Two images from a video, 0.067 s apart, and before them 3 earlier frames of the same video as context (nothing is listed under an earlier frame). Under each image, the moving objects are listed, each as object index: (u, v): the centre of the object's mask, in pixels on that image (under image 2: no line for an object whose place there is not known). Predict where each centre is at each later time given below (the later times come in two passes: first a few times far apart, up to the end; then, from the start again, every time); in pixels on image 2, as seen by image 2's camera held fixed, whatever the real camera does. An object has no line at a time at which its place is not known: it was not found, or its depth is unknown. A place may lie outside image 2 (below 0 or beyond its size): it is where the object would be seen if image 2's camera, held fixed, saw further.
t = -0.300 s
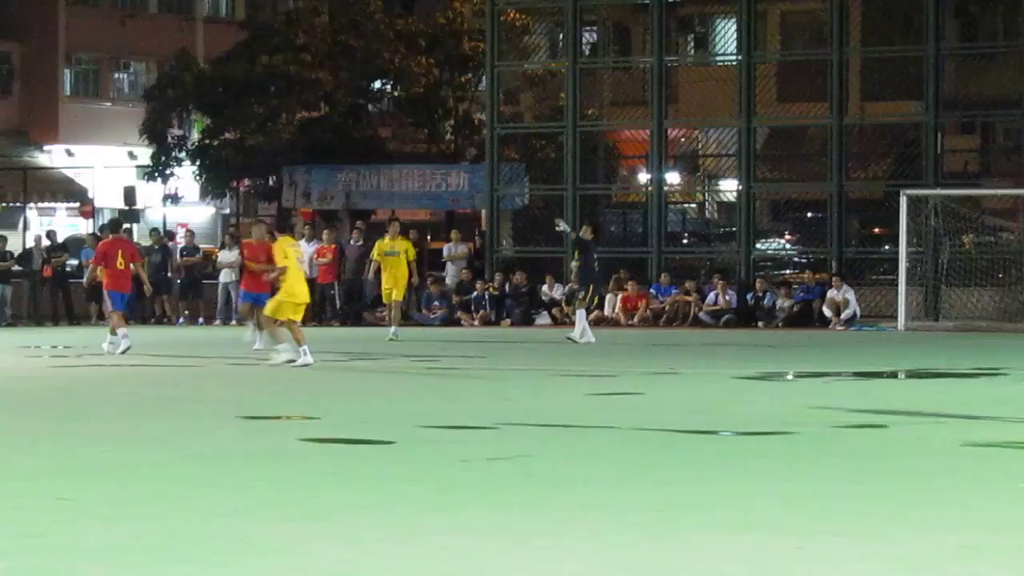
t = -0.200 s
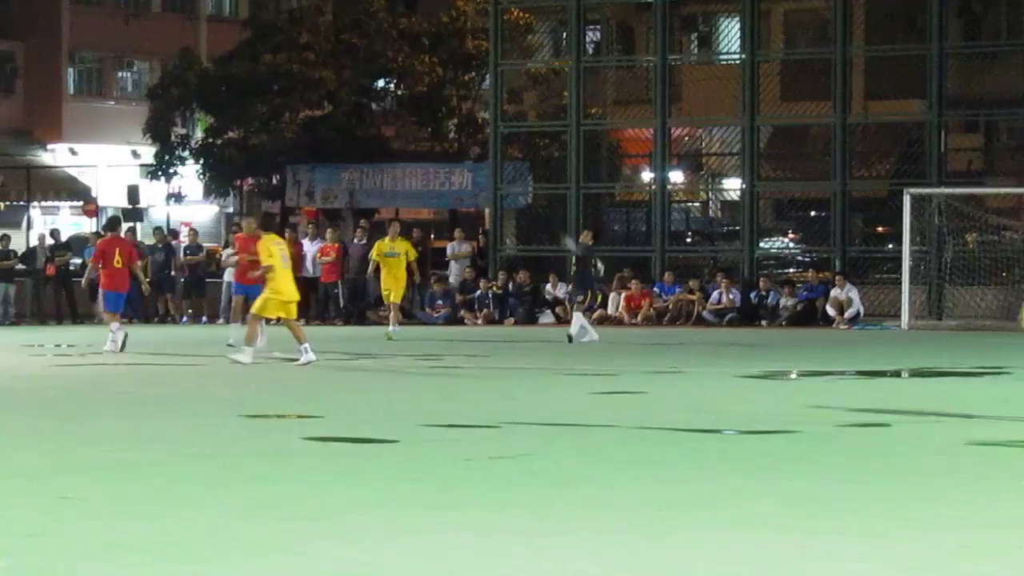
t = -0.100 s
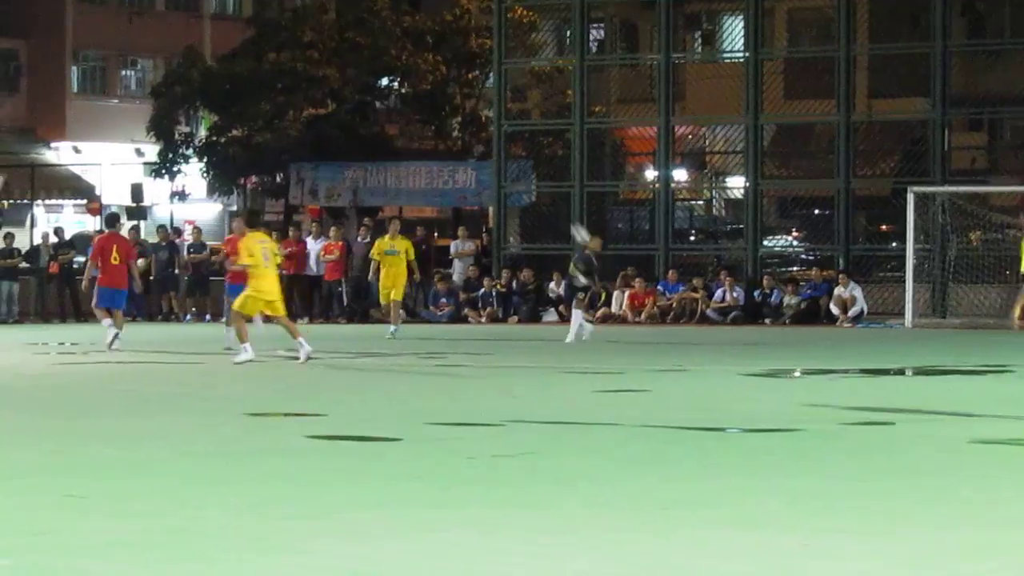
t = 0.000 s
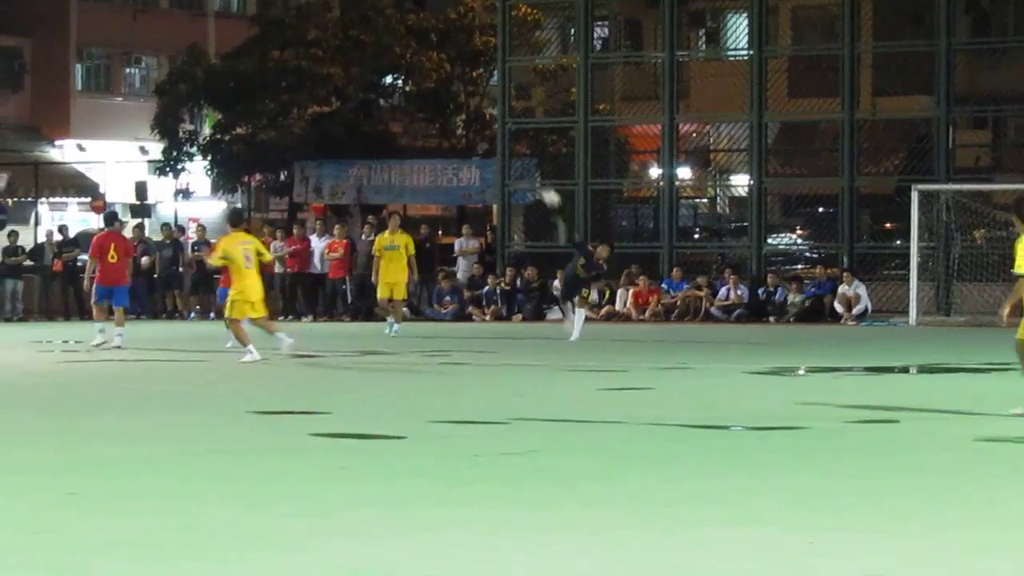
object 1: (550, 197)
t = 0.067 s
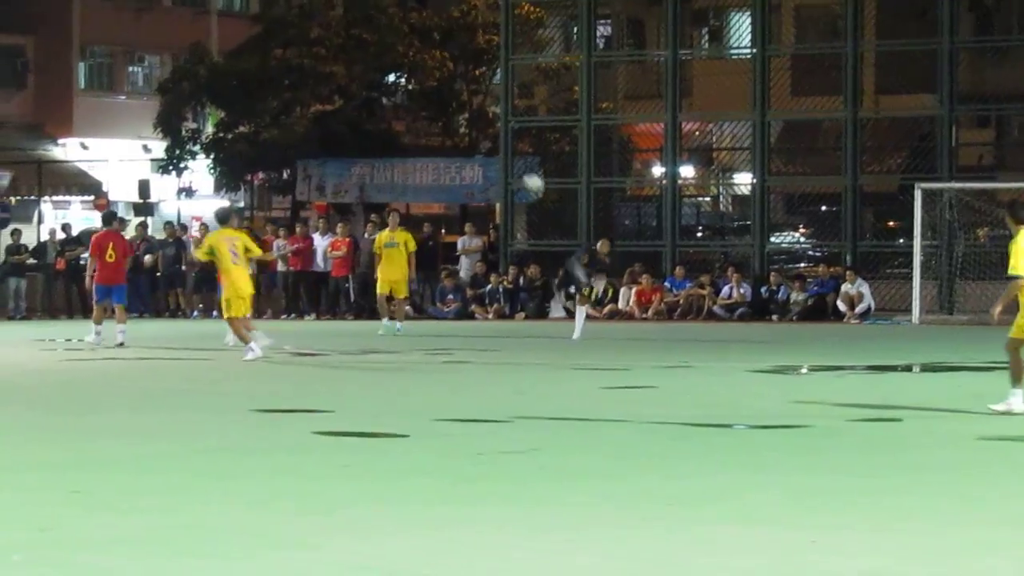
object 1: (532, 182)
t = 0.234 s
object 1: (480, 156)
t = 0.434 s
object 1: (409, 142)
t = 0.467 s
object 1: (396, 142)
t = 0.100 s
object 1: (523, 177)
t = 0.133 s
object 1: (513, 171)
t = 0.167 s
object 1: (502, 165)
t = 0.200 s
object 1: (491, 161)
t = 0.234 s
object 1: (480, 156)
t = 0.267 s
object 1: (468, 153)
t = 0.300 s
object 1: (456, 149)
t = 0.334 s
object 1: (445, 147)
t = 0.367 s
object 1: (433, 145)
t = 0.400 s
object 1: (421, 144)
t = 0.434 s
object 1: (409, 142)
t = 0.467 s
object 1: (396, 142)
